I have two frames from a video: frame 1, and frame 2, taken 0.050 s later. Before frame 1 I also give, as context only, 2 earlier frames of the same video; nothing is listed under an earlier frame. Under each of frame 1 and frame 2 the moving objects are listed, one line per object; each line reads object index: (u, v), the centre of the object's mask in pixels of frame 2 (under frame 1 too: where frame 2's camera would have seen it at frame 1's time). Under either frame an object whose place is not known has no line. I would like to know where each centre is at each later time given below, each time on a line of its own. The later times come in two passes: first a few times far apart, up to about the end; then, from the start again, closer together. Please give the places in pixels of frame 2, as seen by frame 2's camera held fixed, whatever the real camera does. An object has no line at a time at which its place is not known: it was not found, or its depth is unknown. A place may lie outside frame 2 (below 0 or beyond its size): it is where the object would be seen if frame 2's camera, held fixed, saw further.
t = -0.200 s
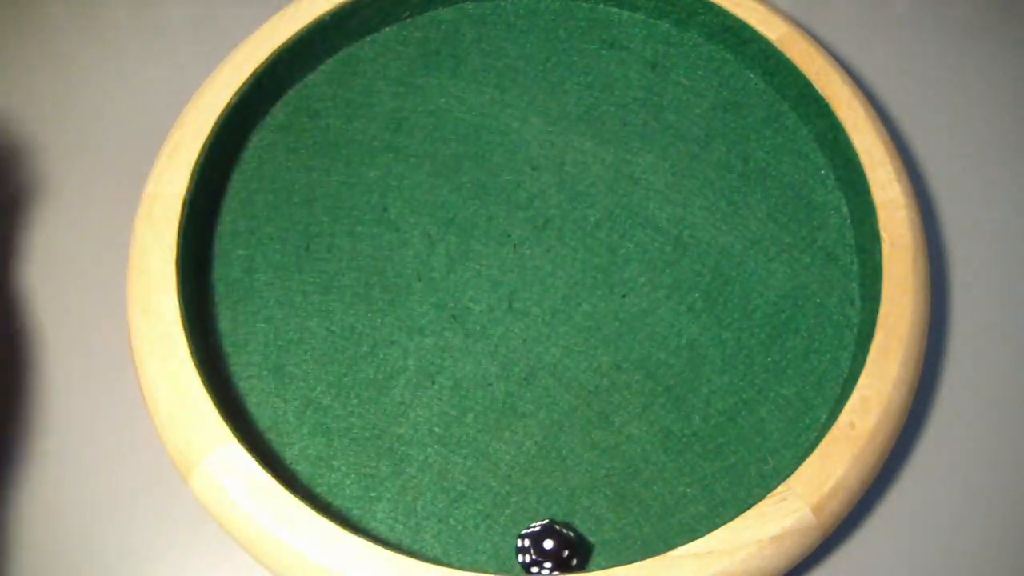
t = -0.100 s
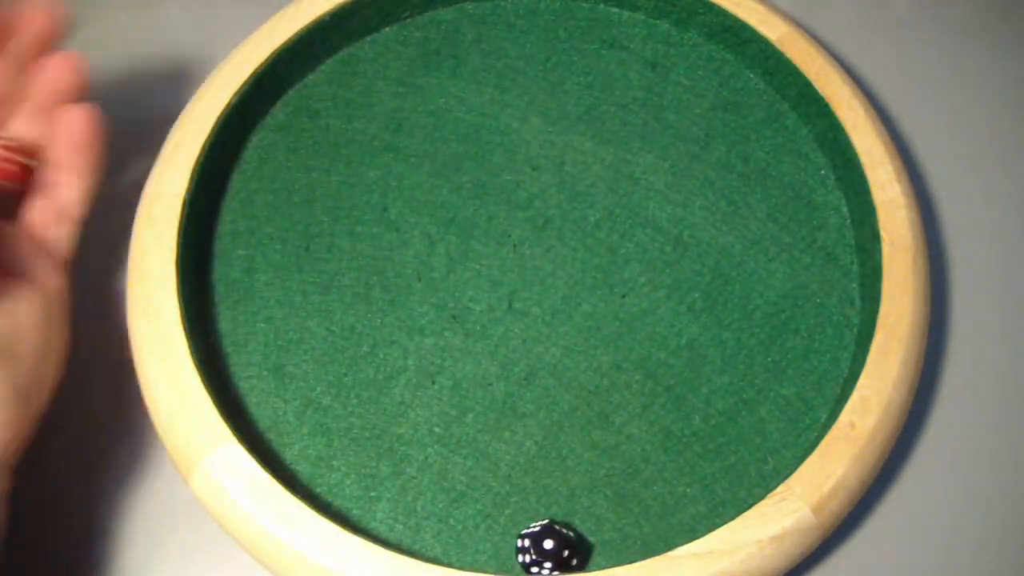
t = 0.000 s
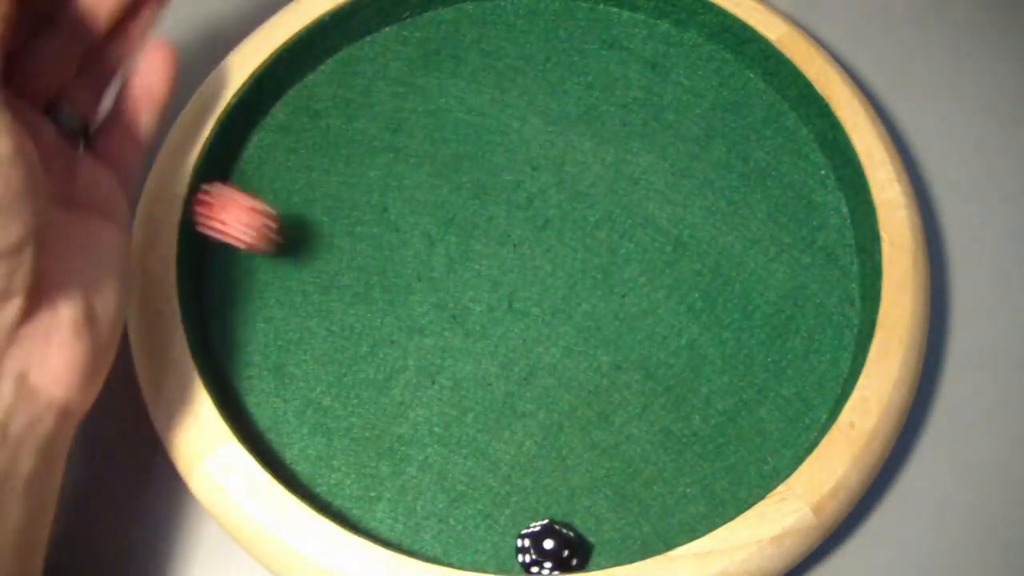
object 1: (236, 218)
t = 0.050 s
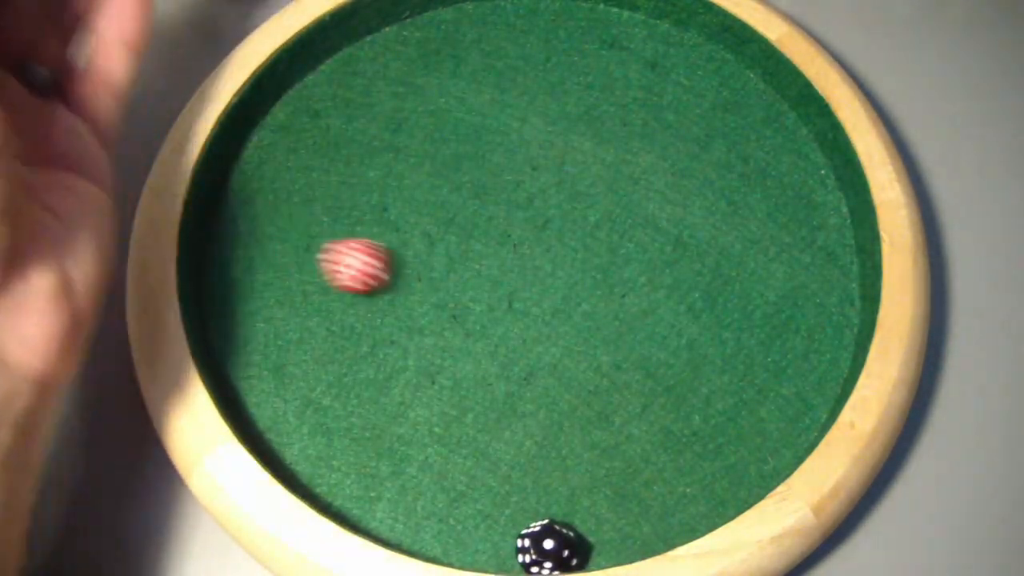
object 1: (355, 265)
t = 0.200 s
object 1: (632, 356)
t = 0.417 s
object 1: (687, 374)
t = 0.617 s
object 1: (588, 299)
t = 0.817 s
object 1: (538, 235)
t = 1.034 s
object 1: (528, 210)
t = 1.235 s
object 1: (529, 214)
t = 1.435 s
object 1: (529, 214)
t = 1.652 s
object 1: (529, 213)
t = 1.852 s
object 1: (529, 214)
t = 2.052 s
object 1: (529, 214)
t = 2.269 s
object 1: (529, 214)
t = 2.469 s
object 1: (529, 214)
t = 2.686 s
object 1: (529, 214)
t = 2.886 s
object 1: (529, 214)
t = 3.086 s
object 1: (529, 214)
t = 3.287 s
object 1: (529, 214)
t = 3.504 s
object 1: (529, 214)
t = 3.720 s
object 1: (529, 214)
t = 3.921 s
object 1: (529, 214)
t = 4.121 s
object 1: (529, 214)
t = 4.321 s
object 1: (529, 214)
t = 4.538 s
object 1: (529, 214)
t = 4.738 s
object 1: (529, 214)
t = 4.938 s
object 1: (529, 214)
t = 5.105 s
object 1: (529, 214)
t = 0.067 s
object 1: (386, 271)
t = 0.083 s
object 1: (418, 278)
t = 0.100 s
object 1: (450, 290)
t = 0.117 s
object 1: (481, 297)
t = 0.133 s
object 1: (510, 306)
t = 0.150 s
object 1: (541, 319)
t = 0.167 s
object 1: (571, 333)
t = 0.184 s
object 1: (602, 348)
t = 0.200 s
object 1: (632, 356)
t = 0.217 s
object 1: (663, 368)
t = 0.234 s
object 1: (691, 384)
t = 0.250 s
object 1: (721, 399)
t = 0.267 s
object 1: (748, 413)
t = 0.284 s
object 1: (776, 428)
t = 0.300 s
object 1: (783, 426)
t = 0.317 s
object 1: (767, 415)
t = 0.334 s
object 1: (749, 407)
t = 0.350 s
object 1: (734, 401)
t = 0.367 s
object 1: (721, 393)
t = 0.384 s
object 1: (709, 386)
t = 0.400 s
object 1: (696, 380)
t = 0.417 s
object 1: (687, 374)
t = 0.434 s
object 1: (678, 369)
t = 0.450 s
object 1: (669, 361)
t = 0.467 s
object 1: (659, 354)
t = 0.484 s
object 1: (652, 348)
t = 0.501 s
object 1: (644, 343)
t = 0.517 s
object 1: (637, 335)
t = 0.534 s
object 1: (628, 327)
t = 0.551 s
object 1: (621, 319)
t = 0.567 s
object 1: (616, 313)
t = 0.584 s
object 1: (607, 309)
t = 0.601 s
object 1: (598, 304)
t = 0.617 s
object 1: (588, 299)
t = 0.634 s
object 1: (580, 296)
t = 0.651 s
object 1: (574, 292)
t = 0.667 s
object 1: (566, 285)
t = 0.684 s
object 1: (560, 279)
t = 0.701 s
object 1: (555, 274)
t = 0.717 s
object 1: (551, 270)
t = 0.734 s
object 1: (548, 265)
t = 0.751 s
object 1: (544, 256)
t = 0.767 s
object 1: (542, 251)
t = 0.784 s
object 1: (541, 246)
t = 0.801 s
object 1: (541, 241)
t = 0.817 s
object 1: (538, 235)
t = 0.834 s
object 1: (536, 230)
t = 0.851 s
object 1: (534, 227)
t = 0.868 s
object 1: (533, 224)
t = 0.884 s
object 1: (534, 222)
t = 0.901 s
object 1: (533, 220)
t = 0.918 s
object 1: (533, 217)
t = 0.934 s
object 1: (530, 213)
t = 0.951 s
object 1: (529, 209)
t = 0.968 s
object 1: (527, 207)
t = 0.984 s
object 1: (527, 206)
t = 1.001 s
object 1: (527, 207)
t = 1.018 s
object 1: (528, 208)
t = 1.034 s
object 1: (528, 210)
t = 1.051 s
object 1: (531, 214)
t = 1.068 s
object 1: (531, 217)
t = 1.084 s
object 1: (532, 218)
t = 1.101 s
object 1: (532, 218)
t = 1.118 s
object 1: (532, 218)
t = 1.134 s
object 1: (531, 216)
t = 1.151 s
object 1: (529, 214)
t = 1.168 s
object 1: (528, 212)
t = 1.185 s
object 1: (528, 212)
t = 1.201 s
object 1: (528, 212)
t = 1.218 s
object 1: (529, 213)
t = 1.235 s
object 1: (529, 214)
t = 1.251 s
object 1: (529, 214)
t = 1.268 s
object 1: (529, 214)
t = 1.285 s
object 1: (529, 214)
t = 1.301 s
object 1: (529, 213)
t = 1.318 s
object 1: (529, 213)
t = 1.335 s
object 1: (528, 214)
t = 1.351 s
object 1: (528, 214)
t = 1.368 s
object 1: (528, 214)
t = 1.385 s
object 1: (528, 214)
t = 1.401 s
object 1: (529, 214)
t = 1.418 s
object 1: (529, 214)
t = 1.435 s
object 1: (529, 214)
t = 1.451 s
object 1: (528, 214)
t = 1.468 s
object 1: (528, 214)
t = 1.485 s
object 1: (529, 214)
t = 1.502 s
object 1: (529, 214)
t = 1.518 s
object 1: (529, 214)
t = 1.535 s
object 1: (528, 214)
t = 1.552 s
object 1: (528, 214)
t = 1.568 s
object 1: (529, 214)
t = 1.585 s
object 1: (529, 214)
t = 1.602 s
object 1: (528, 214)
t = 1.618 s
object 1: (528, 214)
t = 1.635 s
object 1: (529, 214)
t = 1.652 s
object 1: (529, 213)
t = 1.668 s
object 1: (529, 214)
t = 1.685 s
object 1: (529, 214)
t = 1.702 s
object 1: (529, 214)
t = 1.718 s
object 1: (529, 214)
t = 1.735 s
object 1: (529, 214)
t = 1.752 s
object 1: (529, 214)
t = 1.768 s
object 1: (529, 214)
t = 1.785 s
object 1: (529, 214)
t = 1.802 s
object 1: (529, 214)
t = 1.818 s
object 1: (529, 214)
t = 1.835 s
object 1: (529, 214)
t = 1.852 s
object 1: (529, 214)
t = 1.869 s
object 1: (529, 214)
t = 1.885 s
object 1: (529, 214)
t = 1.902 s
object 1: (529, 214)
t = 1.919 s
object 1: (529, 214)
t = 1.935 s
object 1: (529, 214)
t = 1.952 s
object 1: (529, 214)
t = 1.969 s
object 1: (529, 214)
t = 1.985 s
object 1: (529, 214)
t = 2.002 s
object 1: (528, 214)
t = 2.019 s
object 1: (529, 214)
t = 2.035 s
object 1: (528, 214)
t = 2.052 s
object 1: (529, 214)
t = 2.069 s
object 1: (529, 214)
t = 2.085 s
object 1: (529, 214)
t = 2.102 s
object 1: (528, 214)
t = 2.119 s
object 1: (528, 214)
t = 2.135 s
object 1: (528, 214)
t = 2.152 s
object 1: (529, 214)
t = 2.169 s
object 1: (529, 214)
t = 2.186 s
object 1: (529, 214)
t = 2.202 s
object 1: (529, 214)
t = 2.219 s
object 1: (529, 214)
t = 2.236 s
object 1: (529, 214)
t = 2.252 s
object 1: (529, 214)
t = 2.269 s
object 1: (529, 214)
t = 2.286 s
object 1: (529, 214)
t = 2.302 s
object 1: (529, 214)
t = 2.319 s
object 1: (529, 214)
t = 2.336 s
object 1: (529, 214)
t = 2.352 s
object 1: (529, 214)
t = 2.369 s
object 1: (529, 214)
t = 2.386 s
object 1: (529, 214)
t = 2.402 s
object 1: (529, 214)
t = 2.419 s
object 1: (529, 214)
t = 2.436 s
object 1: (529, 214)
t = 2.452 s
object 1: (529, 214)
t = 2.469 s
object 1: (529, 214)
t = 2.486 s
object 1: (529, 214)
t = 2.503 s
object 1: (529, 214)
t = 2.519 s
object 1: (529, 214)
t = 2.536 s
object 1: (529, 214)
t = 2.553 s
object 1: (529, 214)
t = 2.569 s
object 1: (529, 213)
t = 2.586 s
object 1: (529, 214)
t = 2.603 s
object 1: (529, 214)
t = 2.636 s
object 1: (529, 214)
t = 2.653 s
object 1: (529, 214)
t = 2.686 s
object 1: (529, 214)
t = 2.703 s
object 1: (529, 214)
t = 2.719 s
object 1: (529, 214)
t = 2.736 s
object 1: (529, 214)
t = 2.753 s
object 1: (529, 214)
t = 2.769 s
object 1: (529, 214)
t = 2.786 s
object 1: (529, 214)
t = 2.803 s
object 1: (529, 214)
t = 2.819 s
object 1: (529, 214)
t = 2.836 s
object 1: (529, 214)
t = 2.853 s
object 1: (529, 214)
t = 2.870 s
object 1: (529, 214)
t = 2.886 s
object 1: (529, 214)
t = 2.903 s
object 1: (529, 214)
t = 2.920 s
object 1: (529, 214)
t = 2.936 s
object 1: (529, 214)
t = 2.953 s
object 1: (529, 214)
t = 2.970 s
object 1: (529, 214)
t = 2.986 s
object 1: (529, 214)
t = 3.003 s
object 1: (529, 214)
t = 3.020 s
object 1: (529, 214)
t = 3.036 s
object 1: (529, 214)
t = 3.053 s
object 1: (529, 213)
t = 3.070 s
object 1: (529, 214)
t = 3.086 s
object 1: (529, 214)
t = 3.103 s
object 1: (529, 214)
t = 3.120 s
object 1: (529, 214)
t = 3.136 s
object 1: (529, 214)
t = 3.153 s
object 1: (529, 214)
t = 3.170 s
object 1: (529, 214)
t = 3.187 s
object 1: (529, 214)
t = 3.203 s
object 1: (529, 214)
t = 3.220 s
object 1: (529, 214)
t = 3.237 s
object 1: (529, 214)
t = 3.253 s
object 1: (529, 214)
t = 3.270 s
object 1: (529, 214)
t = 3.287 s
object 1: (529, 214)
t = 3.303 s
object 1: (529, 214)
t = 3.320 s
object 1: (529, 214)
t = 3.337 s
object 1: (529, 214)
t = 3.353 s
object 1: (529, 214)
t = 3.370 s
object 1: (529, 214)
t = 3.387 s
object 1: (529, 214)
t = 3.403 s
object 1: (529, 214)
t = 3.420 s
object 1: (529, 214)
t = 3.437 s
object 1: (529, 214)
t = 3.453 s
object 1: (529, 214)
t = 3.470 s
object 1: (529, 214)
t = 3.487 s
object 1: (529, 214)
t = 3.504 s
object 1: (529, 214)
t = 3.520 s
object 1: (529, 214)
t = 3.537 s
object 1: (529, 214)
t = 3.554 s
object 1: (529, 214)
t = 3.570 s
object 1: (529, 214)
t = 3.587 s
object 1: (529, 214)
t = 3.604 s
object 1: (529, 214)
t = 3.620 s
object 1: (529, 214)
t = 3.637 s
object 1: (529, 214)
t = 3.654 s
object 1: (529, 214)
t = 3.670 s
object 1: (529, 214)
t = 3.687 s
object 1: (529, 214)
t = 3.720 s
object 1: (529, 214)
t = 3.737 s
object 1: (529, 214)
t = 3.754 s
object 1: (529, 214)
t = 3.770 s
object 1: (529, 214)
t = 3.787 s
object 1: (529, 214)
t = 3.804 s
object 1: (529, 214)
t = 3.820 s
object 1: (529, 214)
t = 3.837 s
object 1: (529, 214)
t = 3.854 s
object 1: (529, 214)
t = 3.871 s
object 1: (529, 214)
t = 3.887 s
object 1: (529, 214)
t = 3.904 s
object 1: (529, 214)
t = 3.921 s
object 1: (529, 214)
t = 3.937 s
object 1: (529, 214)
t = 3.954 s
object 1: (529, 214)
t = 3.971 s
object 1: (529, 214)
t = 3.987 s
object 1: (529, 214)
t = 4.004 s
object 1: (529, 214)
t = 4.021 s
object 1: (529, 214)
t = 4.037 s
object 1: (529, 214)
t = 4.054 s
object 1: (529, 214)
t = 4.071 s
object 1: (529, 214)
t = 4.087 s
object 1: (529, 214)
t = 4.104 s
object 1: (529, 214)
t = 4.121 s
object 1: (529, 214)
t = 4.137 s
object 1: (529, 214)
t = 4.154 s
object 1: (529, 214)
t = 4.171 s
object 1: (529, 214)
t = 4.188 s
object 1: (529, 214)
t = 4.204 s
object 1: (529, 214)
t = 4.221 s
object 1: (529, 214)
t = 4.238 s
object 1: (529, 214)
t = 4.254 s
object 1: (529, 214)
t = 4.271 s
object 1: (529, 214)
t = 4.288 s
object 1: (529, 214)
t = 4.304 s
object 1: (529, 214)
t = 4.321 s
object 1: (529, 214)
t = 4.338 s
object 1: (529, 214)
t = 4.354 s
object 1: (529, 214)
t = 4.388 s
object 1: (529, 214)
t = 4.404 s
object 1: (529, 214)
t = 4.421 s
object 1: (529, 214)
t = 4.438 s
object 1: (529, 214)
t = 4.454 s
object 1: (529, 214)
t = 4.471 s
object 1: (529, 214)
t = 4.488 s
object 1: (529, 214)
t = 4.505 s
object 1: (529, 214)
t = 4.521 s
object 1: (529, 214)
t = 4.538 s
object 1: (529, 214)
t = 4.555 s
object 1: (529, 214)
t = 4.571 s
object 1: (529, 214)
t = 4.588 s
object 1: (529, 214)
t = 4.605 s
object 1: (529, 214)
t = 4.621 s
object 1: (529, 214)
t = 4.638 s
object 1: (529, 214)
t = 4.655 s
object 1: (529, 214)
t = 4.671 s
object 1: (529, 214)
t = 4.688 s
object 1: (529, 214)
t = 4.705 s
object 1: (529, 214)
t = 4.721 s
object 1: (529, 214)
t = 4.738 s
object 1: (529, 214)
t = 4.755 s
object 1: (529, 214)
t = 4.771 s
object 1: (529, 214)
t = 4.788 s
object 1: (529, 214)
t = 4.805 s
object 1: (529, 214)
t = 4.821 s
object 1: (529, 214)
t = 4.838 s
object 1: (529, 214)
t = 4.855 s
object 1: (529, 214)
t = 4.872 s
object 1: (529, 214)
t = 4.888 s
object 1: (529, 214)
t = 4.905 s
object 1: (529, 214)
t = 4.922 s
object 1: (529, 214)
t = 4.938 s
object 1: (529, 214)
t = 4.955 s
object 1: (529, 214)
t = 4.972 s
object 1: (529, 214)
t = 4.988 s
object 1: (529, 214)
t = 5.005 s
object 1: (529, 214)
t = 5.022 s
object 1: (529, 214)
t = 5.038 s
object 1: (529, 214)
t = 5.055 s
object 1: (529, 214)
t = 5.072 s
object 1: (529, 214)
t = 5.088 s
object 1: (529, 214)
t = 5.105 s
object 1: (529, 214)
